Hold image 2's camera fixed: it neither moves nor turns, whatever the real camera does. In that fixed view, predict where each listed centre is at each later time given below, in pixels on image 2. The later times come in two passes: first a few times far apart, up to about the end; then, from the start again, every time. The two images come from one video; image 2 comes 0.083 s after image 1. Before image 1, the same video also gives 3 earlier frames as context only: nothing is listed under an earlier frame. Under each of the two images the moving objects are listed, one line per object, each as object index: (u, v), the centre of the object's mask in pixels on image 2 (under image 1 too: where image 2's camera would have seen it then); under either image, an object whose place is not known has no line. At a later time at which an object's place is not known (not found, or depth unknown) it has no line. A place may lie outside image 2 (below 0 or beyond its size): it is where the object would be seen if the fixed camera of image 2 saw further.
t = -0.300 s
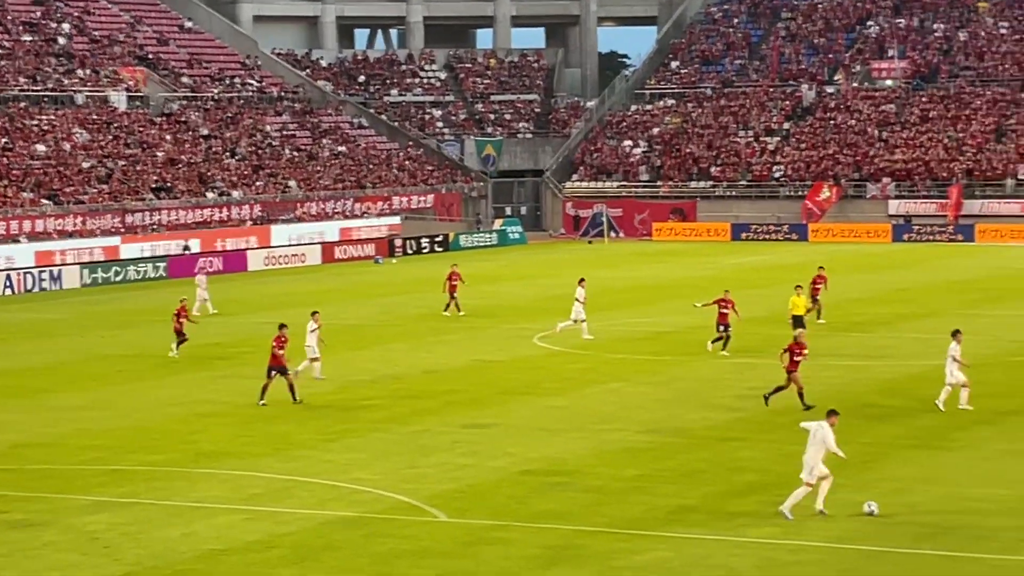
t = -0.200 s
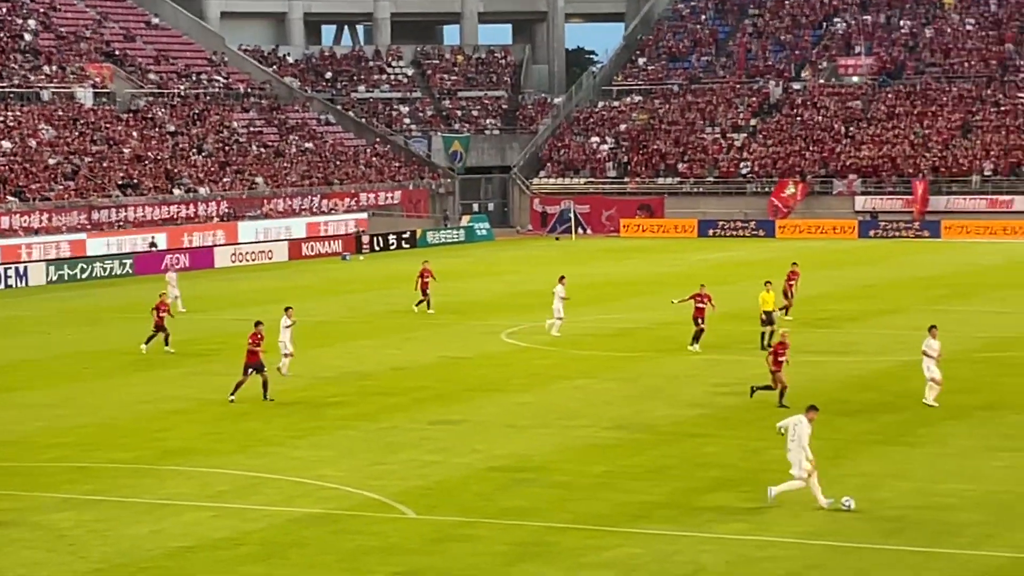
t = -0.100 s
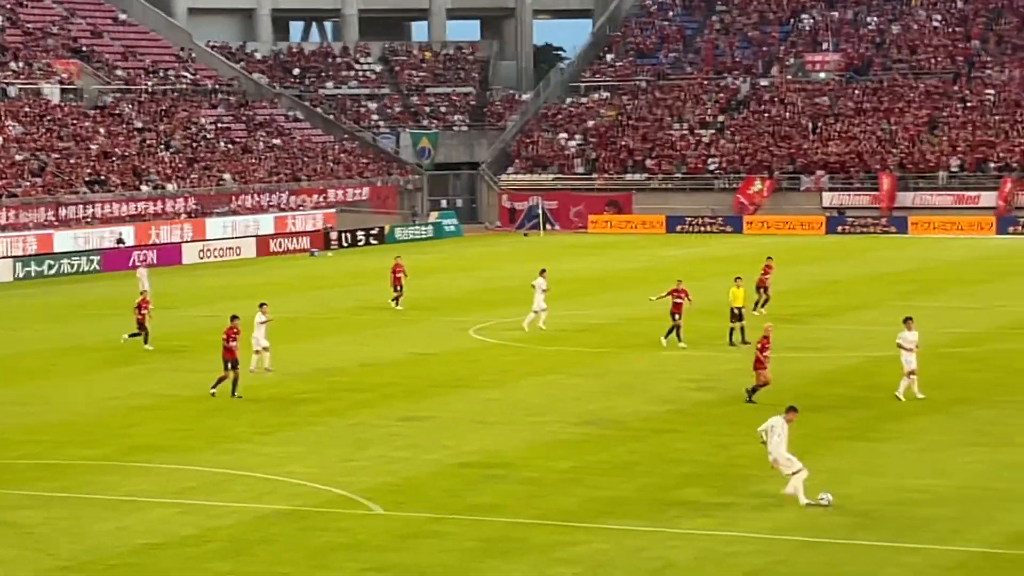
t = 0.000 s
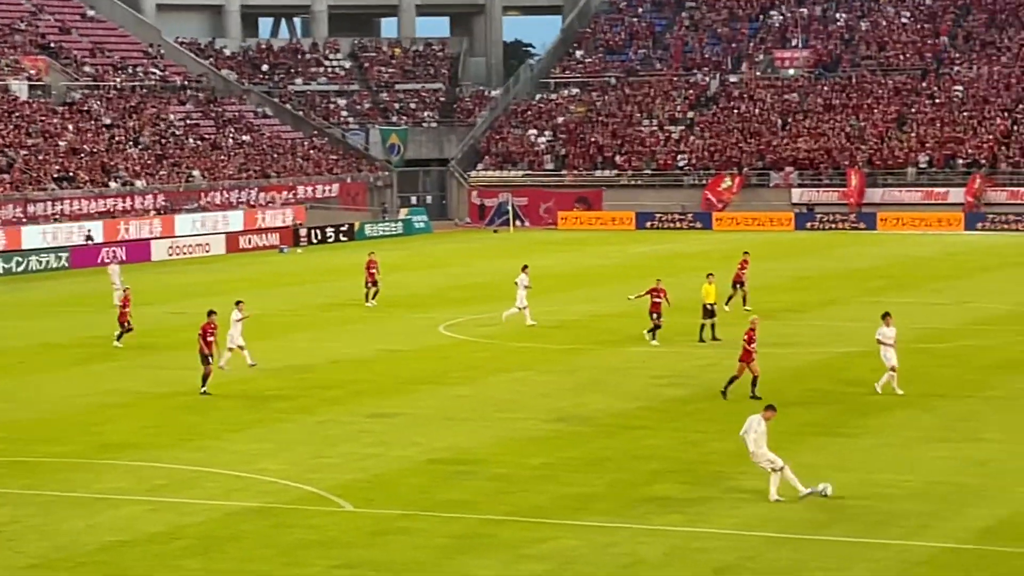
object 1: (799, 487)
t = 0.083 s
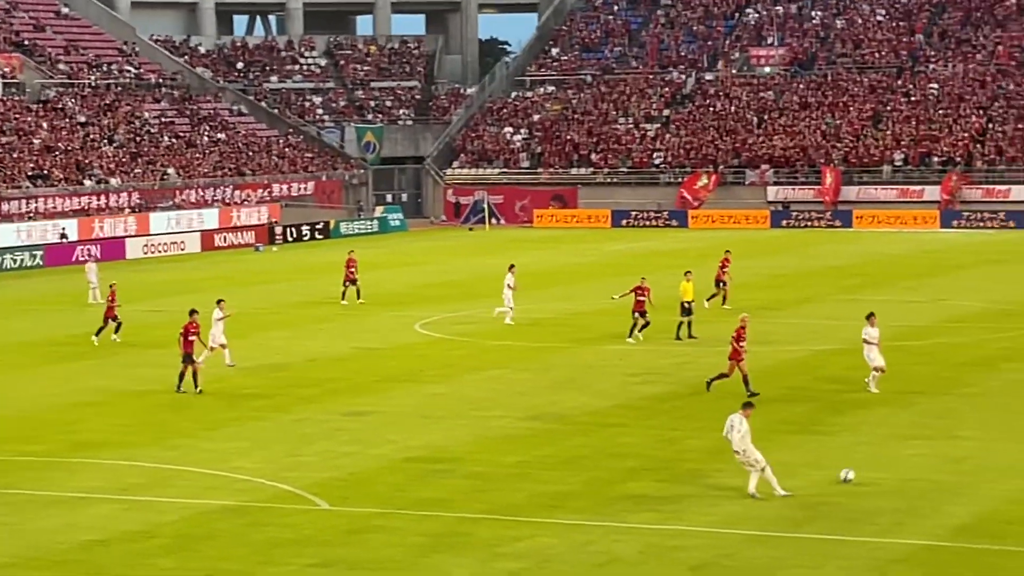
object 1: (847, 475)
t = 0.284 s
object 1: (950, 456)
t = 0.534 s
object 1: (1058, 438)
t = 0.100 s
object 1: (856, 473)
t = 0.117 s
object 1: (865, 472)
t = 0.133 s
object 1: (874, 471)
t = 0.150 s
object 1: (884, 470)
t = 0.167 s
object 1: (893, 468)
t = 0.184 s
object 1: (902, 466)
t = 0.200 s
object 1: (910, 464)
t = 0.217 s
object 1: (919, 462)
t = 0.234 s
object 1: (926, 461)
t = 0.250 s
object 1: (934, 459)
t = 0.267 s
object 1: (942, 457)
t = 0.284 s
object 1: (950, 456)
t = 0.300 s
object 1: (958, 455)
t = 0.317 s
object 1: (966, 454)
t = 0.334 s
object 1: (973, 454)
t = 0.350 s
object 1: (981, 452)
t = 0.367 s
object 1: (989, 450)
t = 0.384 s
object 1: (996, 448)
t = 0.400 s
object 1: (1003, 447)
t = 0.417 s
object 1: (1011, 445)
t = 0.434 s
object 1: (1018, 443)
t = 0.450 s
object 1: (1025, 442)
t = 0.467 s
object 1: (1031, 441)
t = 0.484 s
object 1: (1038, 441)
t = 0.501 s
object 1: (1045, 440)
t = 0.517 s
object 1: (1052, 440)
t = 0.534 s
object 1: (1058, 438)
